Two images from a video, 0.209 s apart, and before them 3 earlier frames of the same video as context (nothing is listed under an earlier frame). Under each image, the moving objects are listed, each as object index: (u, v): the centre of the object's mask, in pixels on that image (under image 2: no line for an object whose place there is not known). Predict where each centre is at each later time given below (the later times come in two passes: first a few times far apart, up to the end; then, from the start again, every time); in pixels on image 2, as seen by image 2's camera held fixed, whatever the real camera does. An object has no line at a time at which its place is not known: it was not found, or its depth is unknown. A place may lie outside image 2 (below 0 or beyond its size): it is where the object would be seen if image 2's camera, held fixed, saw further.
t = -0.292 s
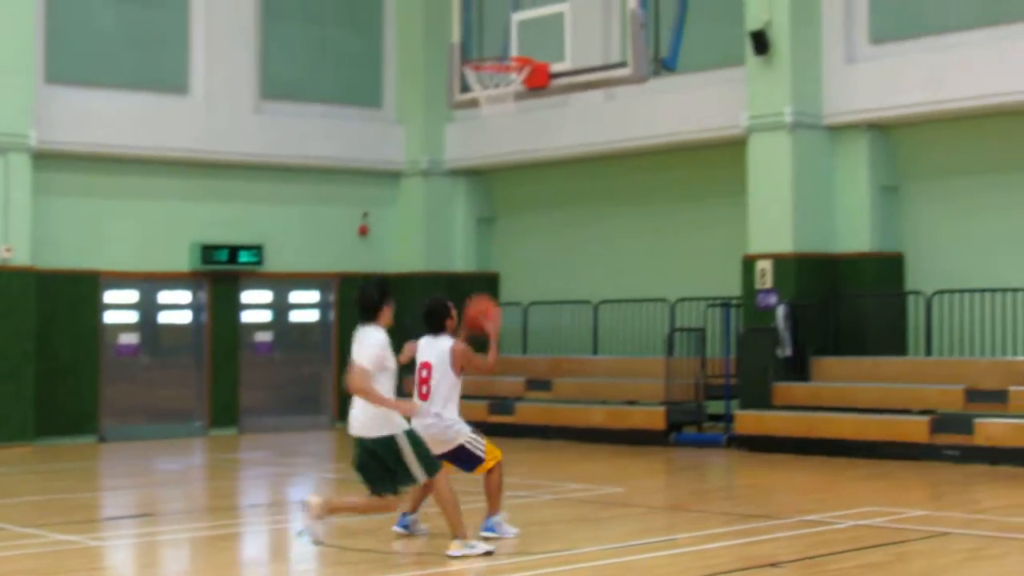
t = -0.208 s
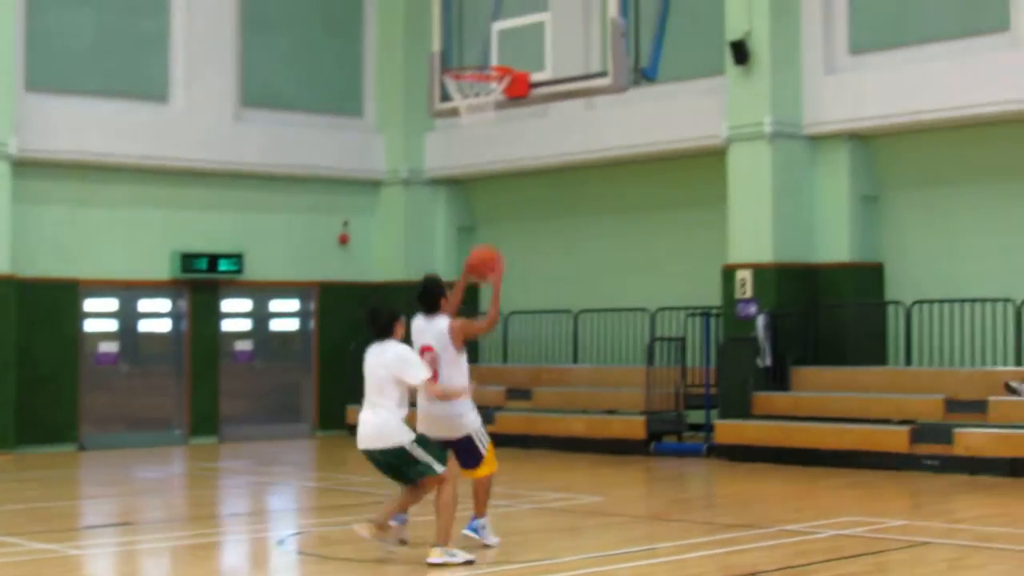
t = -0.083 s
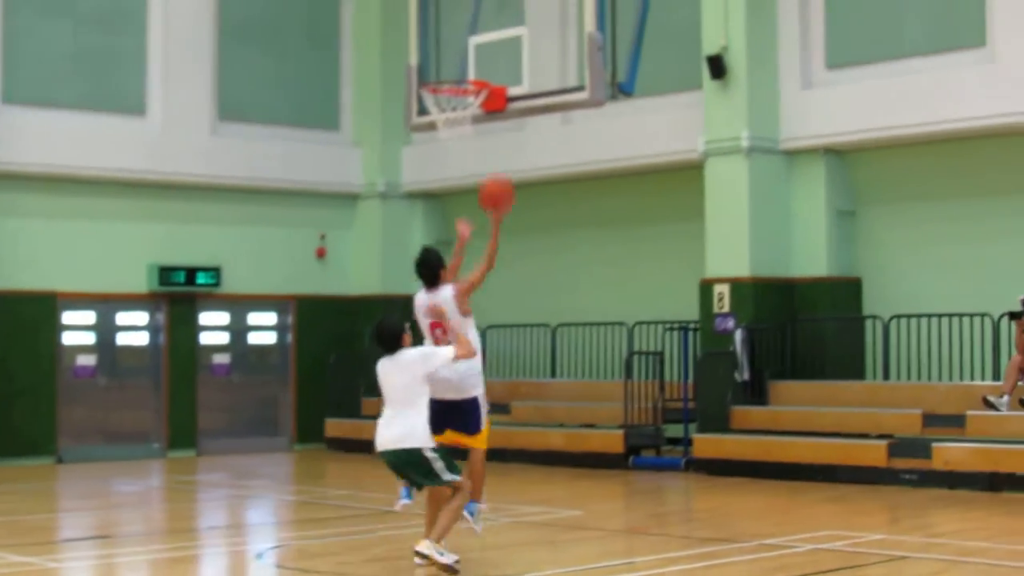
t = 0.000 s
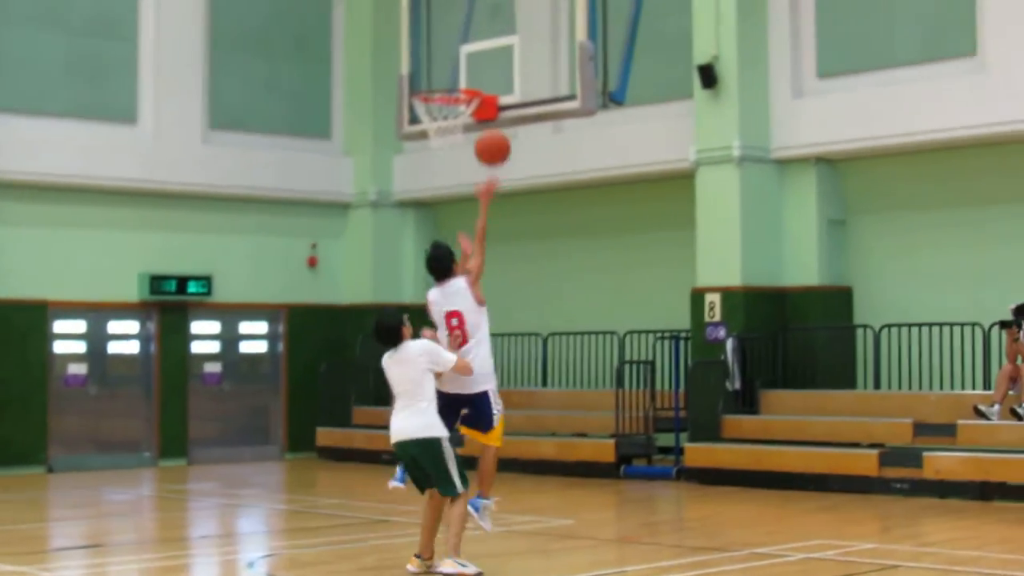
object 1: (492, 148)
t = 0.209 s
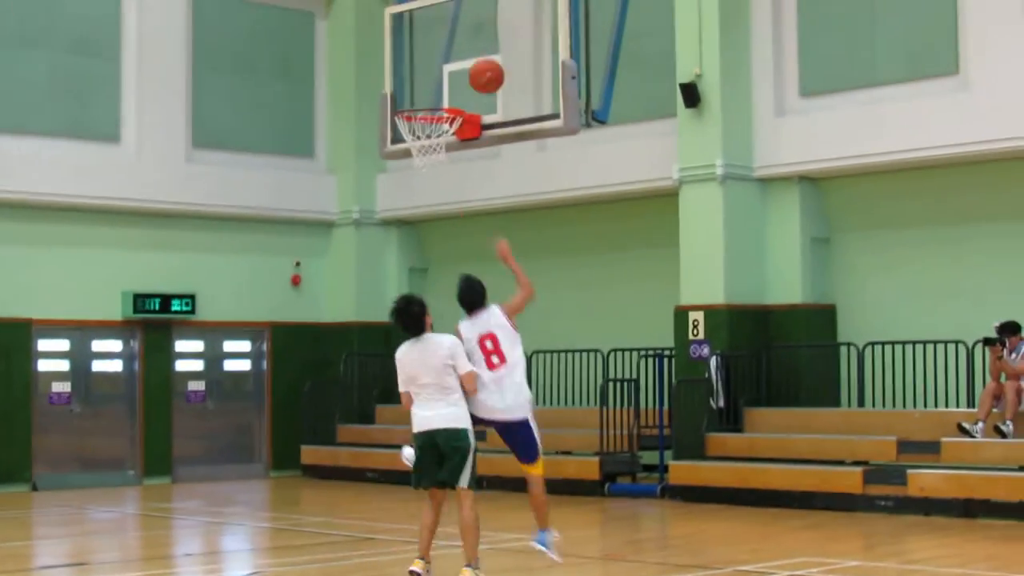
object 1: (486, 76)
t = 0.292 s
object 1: (489, 58)
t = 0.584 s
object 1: (445, 86)
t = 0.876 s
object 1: (416, 111)
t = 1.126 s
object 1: (444, 153)
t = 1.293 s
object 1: (440, 186)
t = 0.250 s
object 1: (488, 65)
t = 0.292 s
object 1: (489, 58)
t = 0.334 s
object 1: (483, 54)
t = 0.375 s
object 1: (477, 53)
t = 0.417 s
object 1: (471, 55)
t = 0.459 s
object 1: (465, 59)
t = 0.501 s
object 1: (458, 65)
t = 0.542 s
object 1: (452, 74)
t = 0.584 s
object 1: (445, 86)
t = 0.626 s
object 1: (440, 93)
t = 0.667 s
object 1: (436, 90)
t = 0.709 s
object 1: (432, 90)
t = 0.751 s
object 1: (427, 91)
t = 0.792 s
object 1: (423, 94)
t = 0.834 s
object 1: (419, 98)
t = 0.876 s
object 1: (416, 111)
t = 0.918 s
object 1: (417, 116)
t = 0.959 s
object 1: (424, 122)
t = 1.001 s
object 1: (429, 128)
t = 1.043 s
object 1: (437, 137)
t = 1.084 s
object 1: (442, 148)
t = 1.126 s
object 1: (444, 153)
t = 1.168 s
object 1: (443, 156)
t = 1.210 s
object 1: (442, 168)
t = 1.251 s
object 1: (441, 175)
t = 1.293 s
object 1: (440, 186)
